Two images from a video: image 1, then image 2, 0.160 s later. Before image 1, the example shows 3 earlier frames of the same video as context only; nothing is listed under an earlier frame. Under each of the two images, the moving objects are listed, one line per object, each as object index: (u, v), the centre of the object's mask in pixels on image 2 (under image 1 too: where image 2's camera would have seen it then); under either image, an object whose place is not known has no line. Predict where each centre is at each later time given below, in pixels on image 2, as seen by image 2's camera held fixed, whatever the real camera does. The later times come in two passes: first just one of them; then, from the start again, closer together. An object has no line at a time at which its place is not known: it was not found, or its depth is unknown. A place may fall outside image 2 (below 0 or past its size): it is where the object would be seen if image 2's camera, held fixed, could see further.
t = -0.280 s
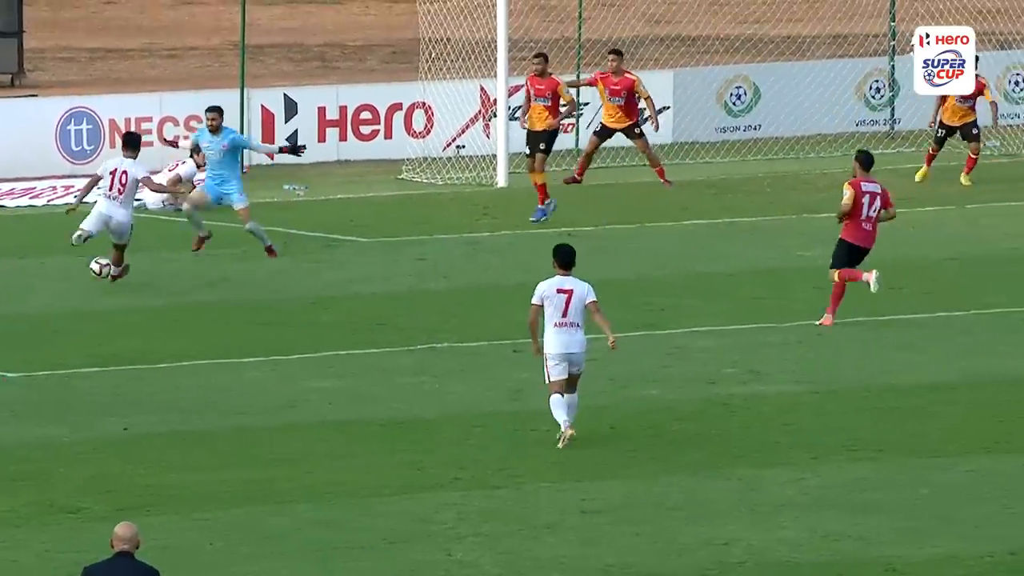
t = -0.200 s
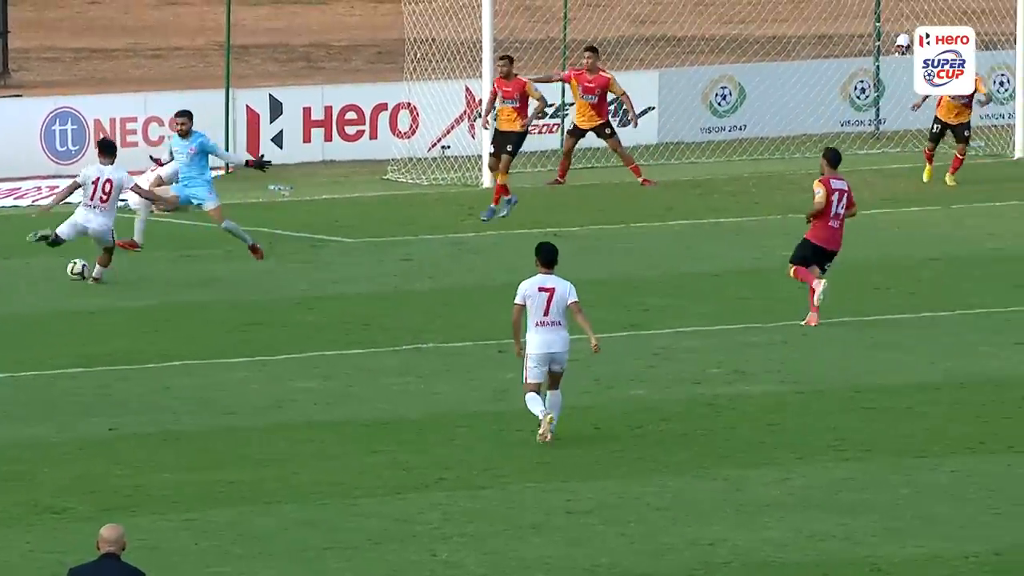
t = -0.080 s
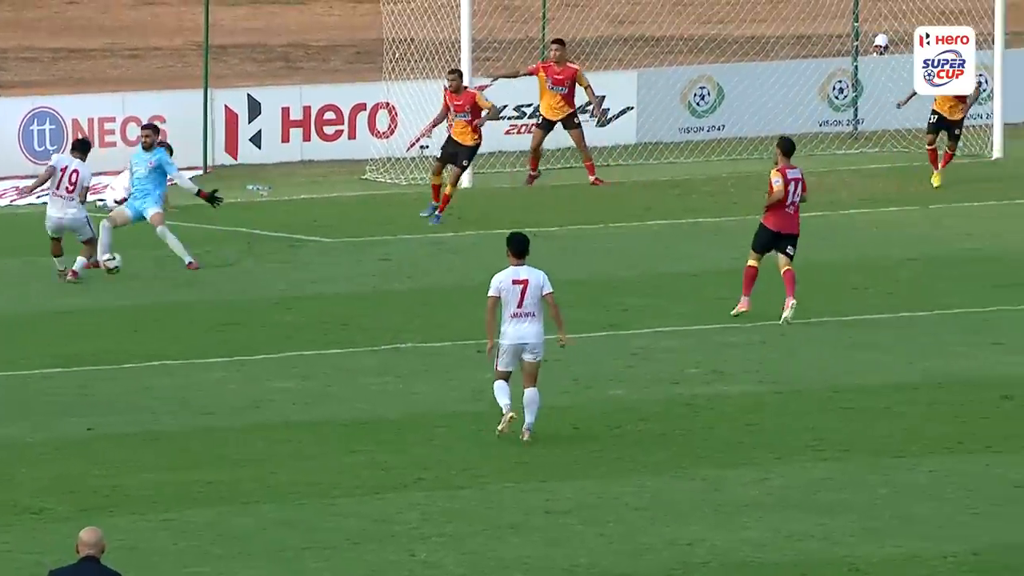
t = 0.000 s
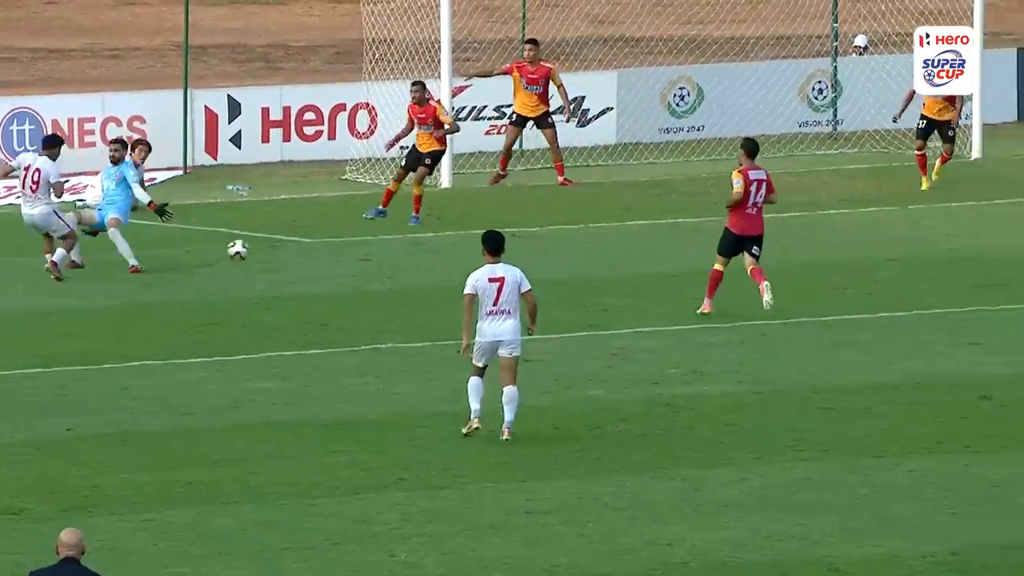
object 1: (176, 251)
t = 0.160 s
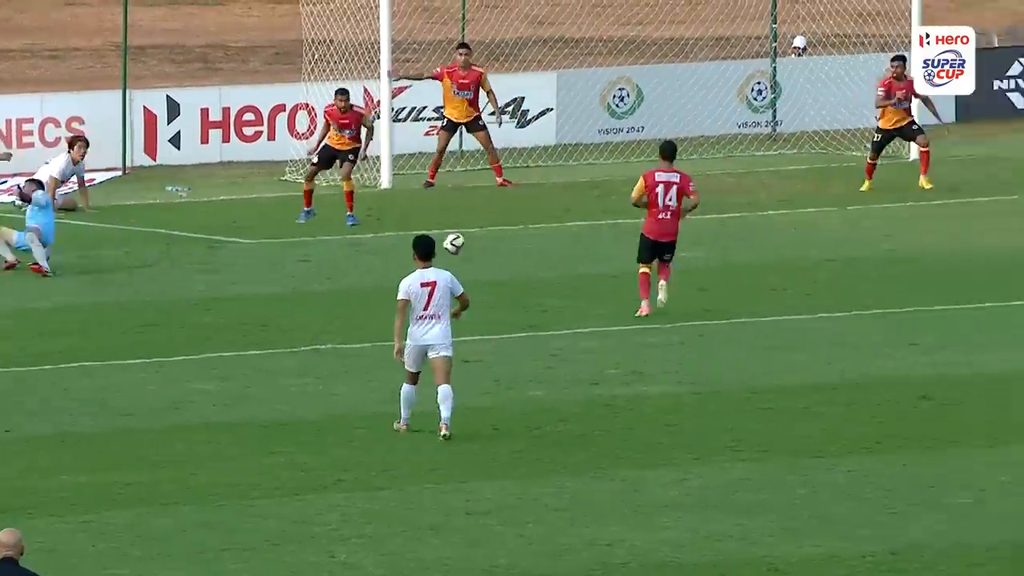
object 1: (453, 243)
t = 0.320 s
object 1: (703, 235)
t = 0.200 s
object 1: (521, 245)
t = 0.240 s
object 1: (585, 247)
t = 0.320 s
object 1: (703, 235)
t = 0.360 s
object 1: (762, 231)
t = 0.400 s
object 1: (819, 228)
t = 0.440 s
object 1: (876, 226)
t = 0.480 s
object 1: (934, 227)
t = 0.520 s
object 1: (990, 228)
